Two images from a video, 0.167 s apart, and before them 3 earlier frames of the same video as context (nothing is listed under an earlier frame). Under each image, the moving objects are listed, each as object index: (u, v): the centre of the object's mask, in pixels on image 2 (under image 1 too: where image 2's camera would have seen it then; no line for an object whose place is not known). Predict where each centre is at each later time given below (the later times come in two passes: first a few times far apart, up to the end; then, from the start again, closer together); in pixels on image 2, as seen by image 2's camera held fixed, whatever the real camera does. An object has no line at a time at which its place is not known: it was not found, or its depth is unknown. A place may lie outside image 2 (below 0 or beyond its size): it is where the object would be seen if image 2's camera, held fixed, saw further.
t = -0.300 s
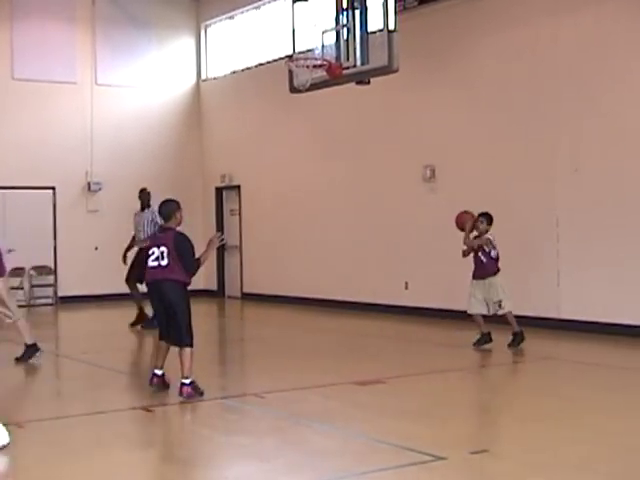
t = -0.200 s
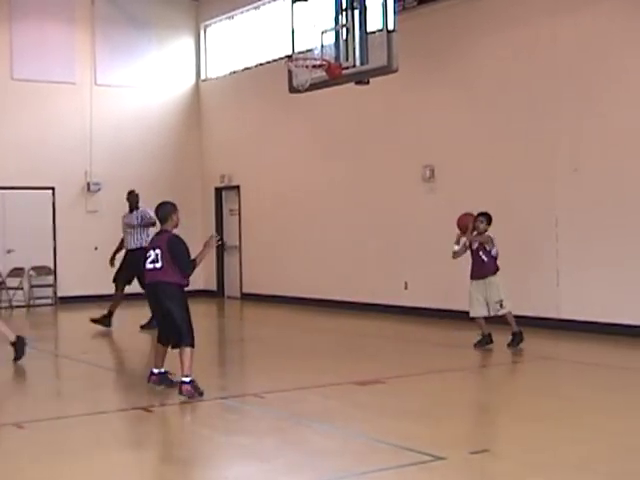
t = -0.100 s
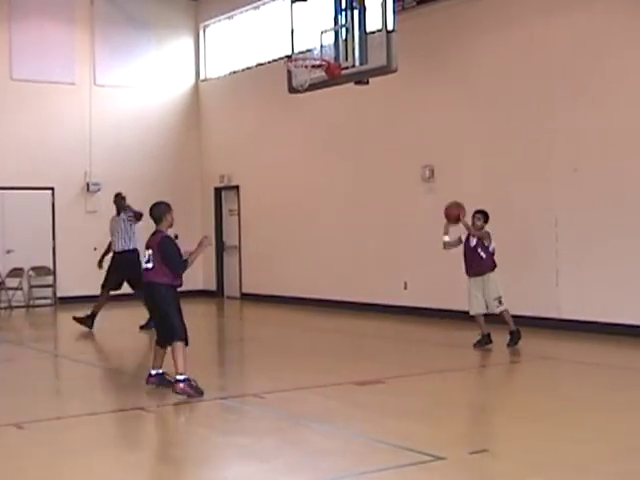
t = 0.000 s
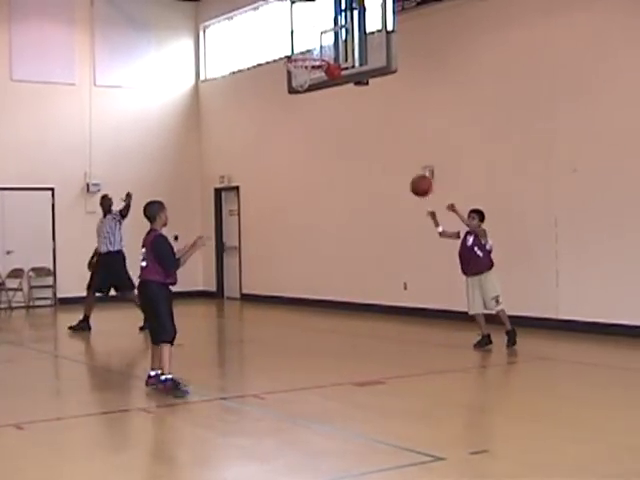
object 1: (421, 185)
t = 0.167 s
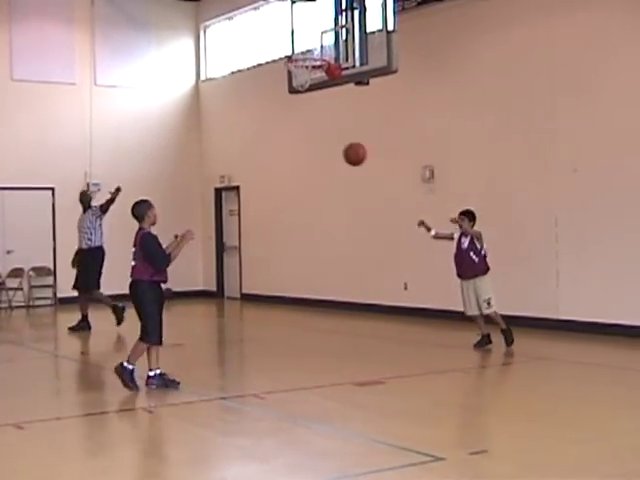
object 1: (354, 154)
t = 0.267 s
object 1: (311, 147)
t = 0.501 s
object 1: (202, 173)
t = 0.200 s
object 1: (340, 150)
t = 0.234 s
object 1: (326, 148)
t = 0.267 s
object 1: (311, 147)
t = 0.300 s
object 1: (296, 147)
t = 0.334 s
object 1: (281, 148)
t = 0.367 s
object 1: (266, 150)
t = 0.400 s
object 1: (250, 154)
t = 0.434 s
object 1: (234, 158)
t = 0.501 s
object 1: (202, 173)
